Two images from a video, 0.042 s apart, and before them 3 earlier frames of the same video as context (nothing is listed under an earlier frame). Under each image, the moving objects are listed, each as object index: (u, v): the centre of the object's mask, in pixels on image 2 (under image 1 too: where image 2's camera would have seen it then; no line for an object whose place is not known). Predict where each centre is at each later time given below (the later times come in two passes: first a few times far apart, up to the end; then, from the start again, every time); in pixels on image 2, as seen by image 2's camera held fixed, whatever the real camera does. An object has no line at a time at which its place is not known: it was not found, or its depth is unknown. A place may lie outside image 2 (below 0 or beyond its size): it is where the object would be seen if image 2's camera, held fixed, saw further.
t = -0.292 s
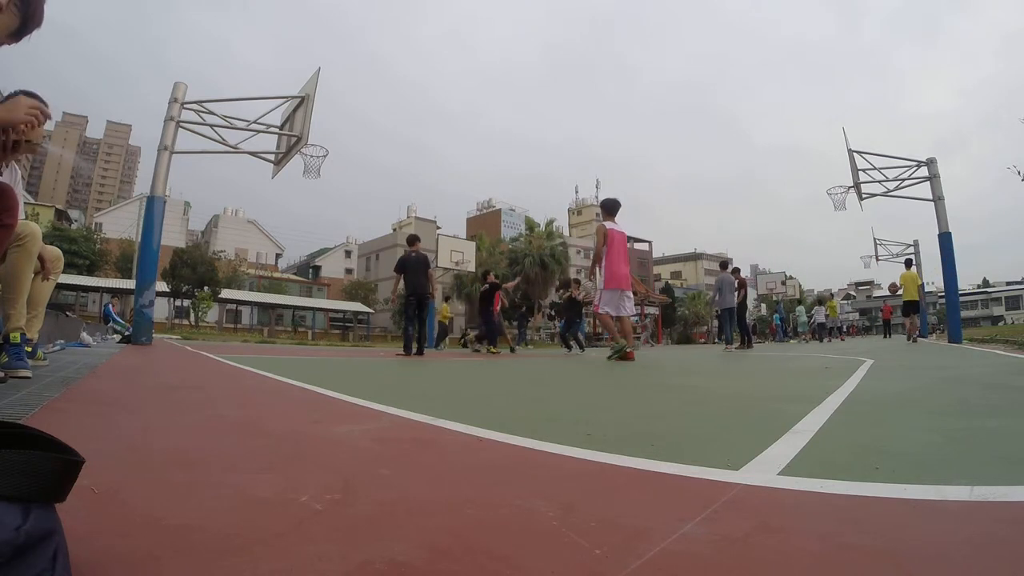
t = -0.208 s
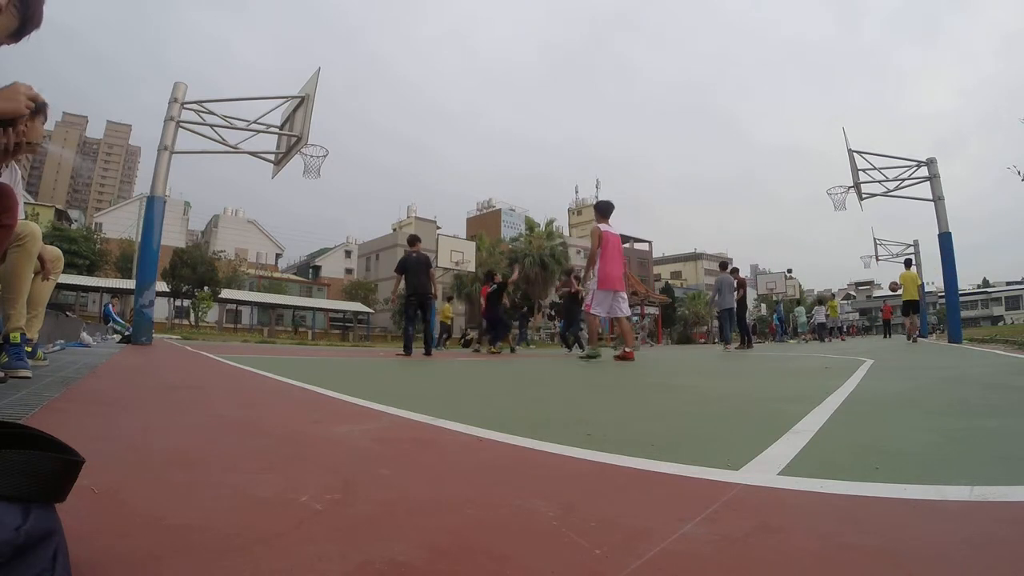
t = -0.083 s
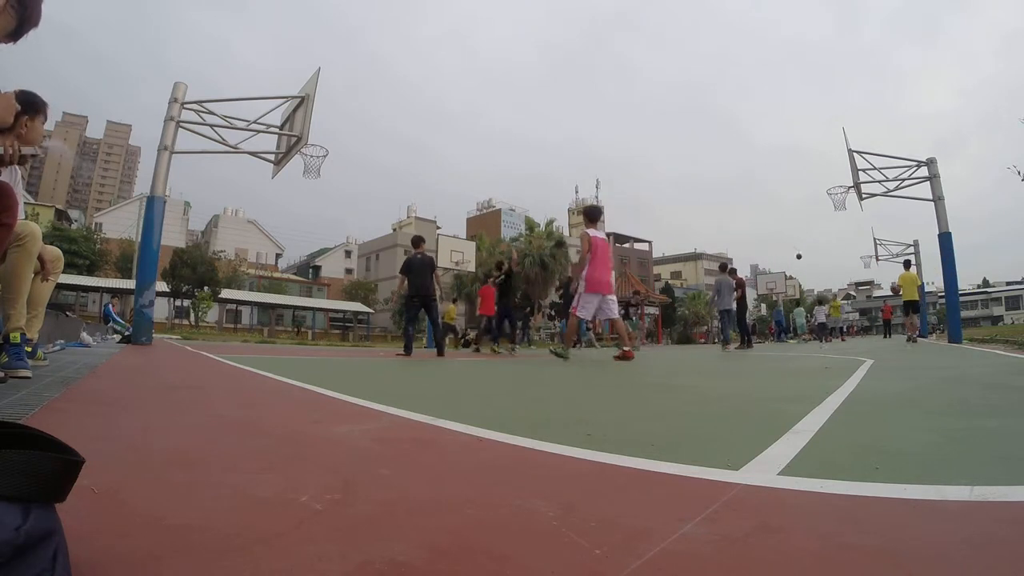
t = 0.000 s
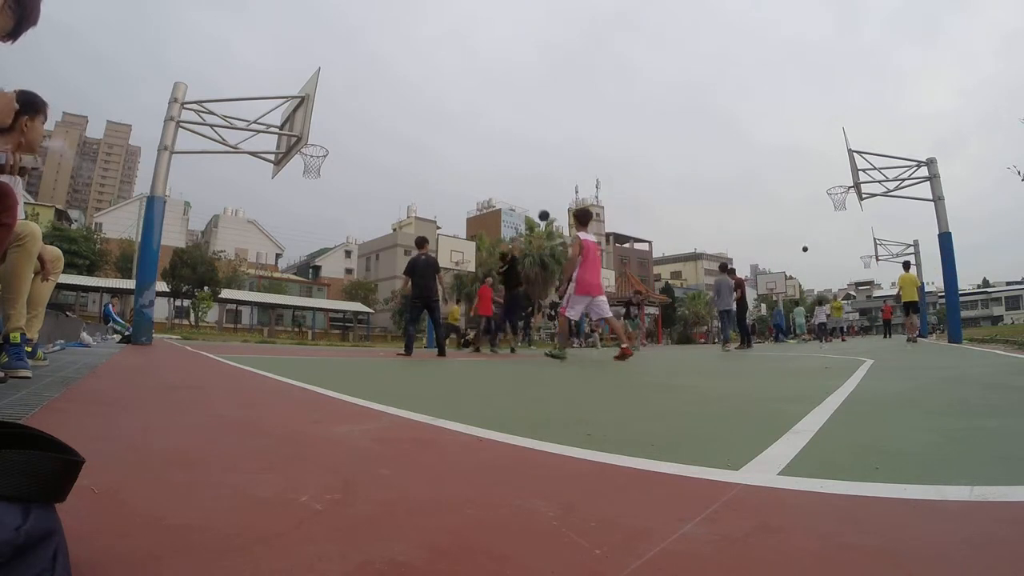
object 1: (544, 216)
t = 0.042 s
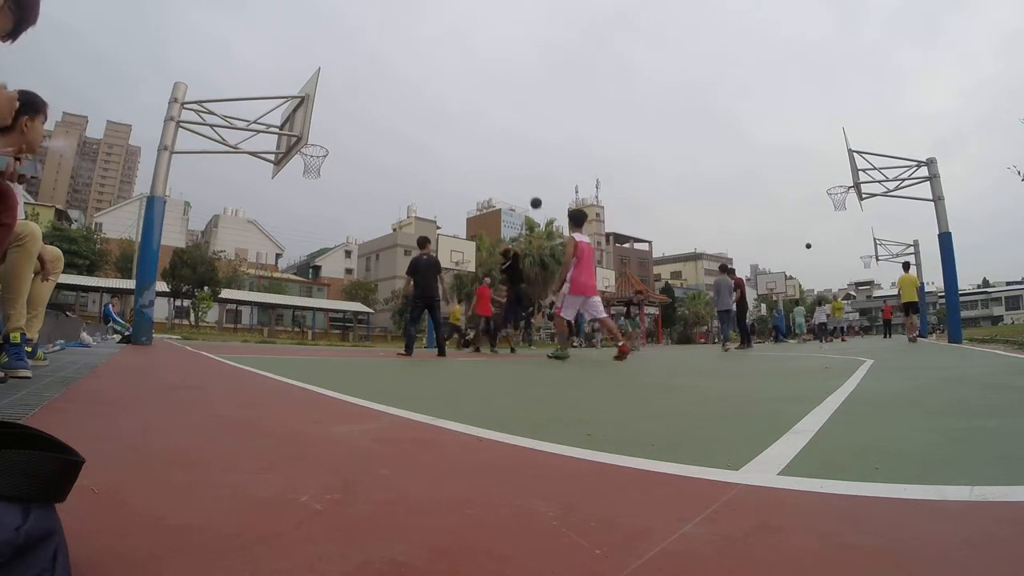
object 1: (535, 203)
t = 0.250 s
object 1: (494, 151)
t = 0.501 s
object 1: (442, 116)
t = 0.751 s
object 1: (384, 110)
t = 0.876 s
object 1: (352, 119)
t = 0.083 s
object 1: (527, 191)
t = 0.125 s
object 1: (519, 180)
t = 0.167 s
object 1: (511, 170)
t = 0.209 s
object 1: (503, 160)
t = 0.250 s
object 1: (494, 151)
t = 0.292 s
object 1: (486, 144)
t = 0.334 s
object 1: (477, 137)
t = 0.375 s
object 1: (469, 130)
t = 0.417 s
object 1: (460, 124)
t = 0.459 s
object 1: (451, 120)
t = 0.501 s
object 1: (442, 116)
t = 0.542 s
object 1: (433, 112)
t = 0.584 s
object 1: (423, 110)
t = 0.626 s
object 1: (414, 109)
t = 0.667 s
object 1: (404, 108)
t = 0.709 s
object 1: (394, 108)
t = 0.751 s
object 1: (384, 110)
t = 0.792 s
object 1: (374, 111)
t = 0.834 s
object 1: (363, 115)
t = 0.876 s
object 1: (352, 119)
